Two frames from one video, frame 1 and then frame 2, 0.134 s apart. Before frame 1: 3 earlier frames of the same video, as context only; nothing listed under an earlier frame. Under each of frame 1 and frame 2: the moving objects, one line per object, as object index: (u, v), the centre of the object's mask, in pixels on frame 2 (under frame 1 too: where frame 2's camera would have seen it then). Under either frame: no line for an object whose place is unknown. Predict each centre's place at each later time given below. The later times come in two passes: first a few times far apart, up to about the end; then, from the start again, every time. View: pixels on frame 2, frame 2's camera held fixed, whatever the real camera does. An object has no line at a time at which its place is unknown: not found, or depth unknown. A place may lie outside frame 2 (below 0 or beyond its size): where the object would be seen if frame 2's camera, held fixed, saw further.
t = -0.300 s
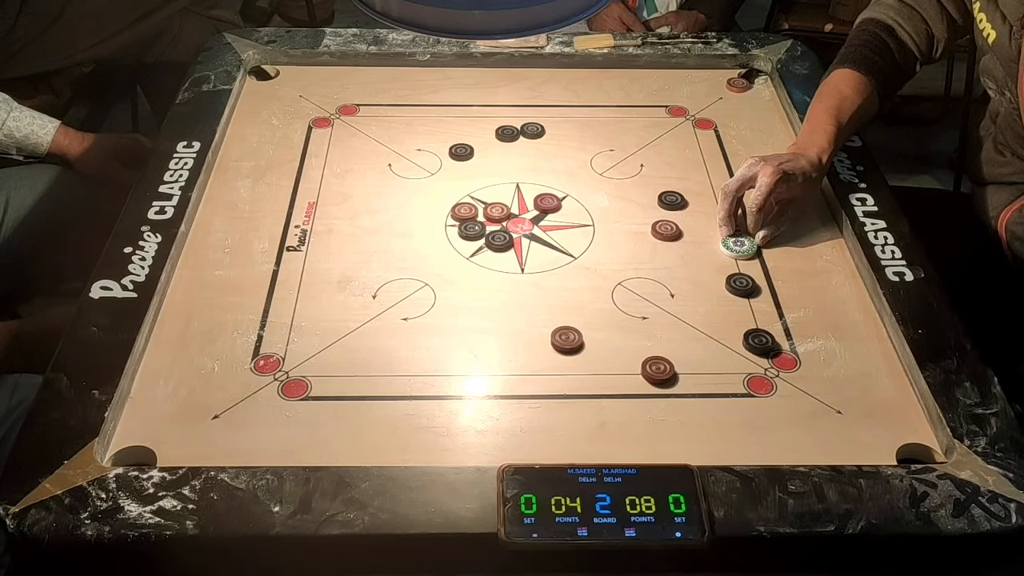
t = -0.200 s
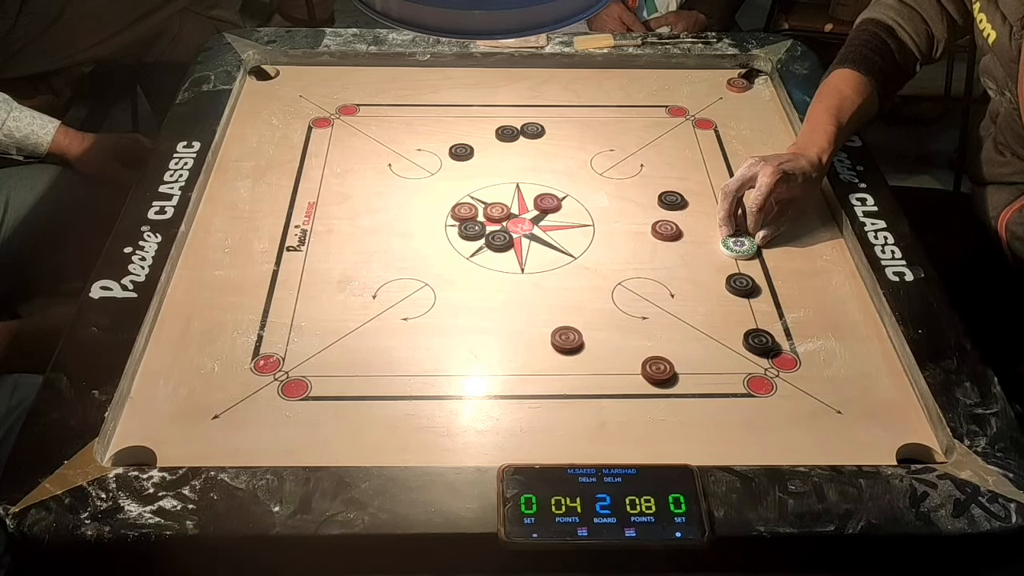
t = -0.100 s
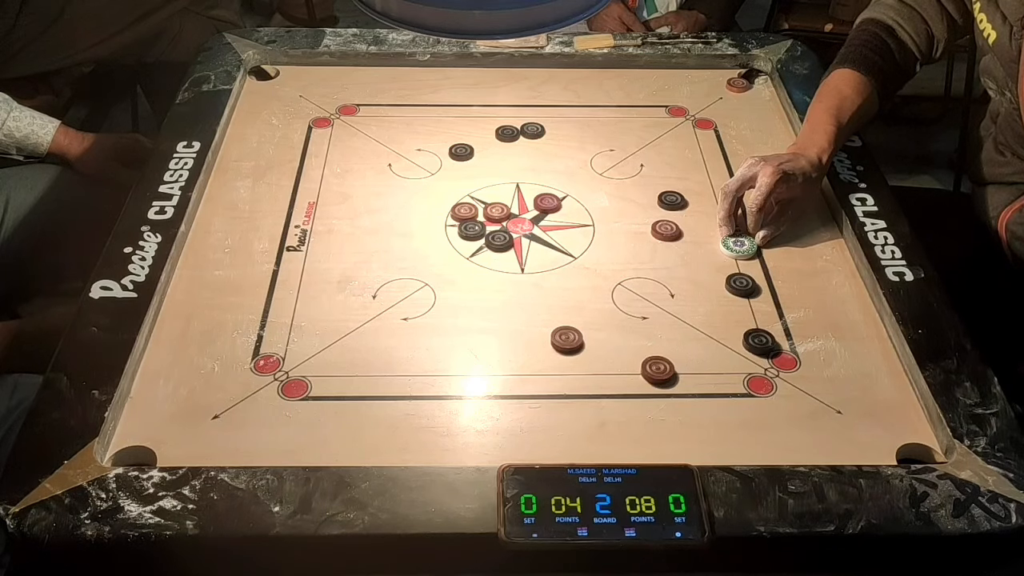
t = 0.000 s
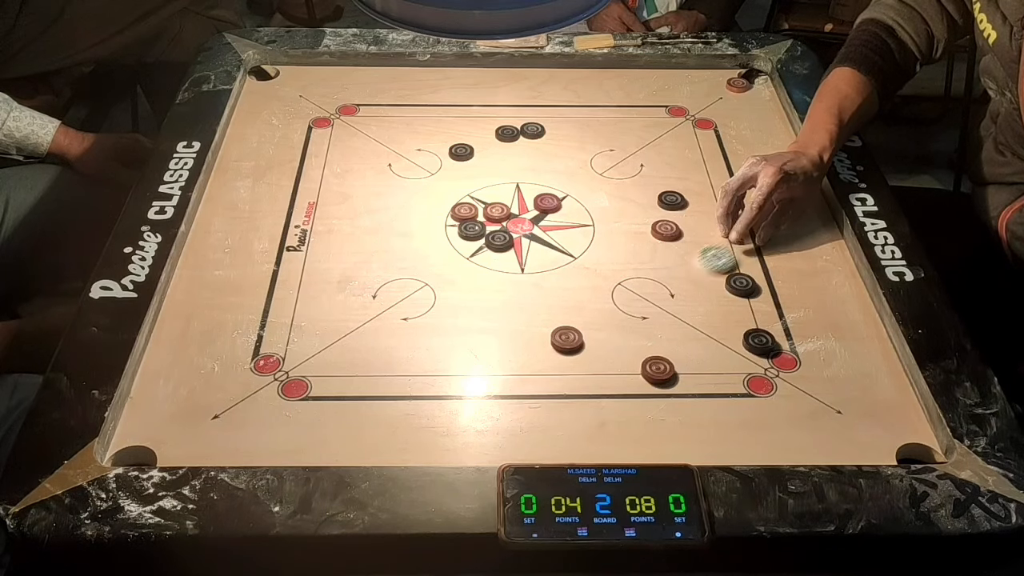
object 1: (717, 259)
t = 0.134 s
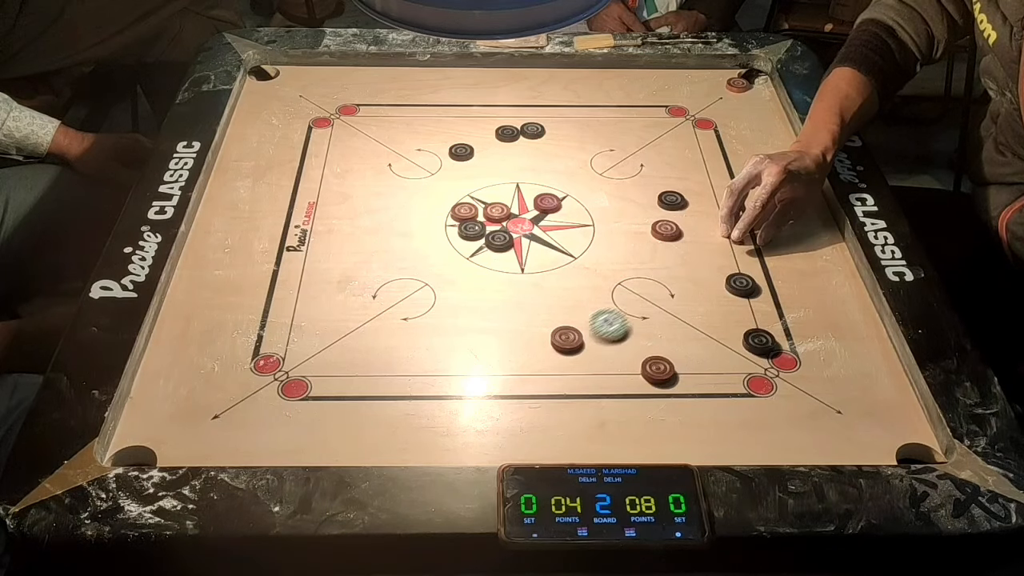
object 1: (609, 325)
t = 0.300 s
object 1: (555, 377)
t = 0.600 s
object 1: (520, 413)
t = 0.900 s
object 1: (520, 413)
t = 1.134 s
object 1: (520, 413)
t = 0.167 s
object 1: (593, 338)
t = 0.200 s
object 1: (582, 349)
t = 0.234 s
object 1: (572, 359)
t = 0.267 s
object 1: (563, 368)
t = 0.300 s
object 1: (555, 377)
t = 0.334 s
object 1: (547, 384)
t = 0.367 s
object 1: (540, 391)
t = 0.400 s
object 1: (535, 397)
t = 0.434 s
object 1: (530, 402)
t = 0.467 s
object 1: (526, 406)
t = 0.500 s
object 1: (523, 410)
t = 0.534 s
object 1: (521, 412)
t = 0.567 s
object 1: (520, 413)
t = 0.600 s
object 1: (520, 413)
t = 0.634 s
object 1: (520, 413)
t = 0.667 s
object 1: (520, 413)
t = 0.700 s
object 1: (520, 413)
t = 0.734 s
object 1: (520, 413)
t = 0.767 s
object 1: (520, 413)
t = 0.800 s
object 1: (520, 413)
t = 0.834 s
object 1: (520, 413)
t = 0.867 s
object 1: (520, 413)
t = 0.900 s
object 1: (520, 413)
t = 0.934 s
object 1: (520, 413)
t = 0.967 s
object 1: (520, 413)
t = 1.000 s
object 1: (520, 413)
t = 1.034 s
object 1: (520, 413)
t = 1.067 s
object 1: (520, 413)
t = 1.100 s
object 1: (520, 413)
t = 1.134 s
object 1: (520, 413)
